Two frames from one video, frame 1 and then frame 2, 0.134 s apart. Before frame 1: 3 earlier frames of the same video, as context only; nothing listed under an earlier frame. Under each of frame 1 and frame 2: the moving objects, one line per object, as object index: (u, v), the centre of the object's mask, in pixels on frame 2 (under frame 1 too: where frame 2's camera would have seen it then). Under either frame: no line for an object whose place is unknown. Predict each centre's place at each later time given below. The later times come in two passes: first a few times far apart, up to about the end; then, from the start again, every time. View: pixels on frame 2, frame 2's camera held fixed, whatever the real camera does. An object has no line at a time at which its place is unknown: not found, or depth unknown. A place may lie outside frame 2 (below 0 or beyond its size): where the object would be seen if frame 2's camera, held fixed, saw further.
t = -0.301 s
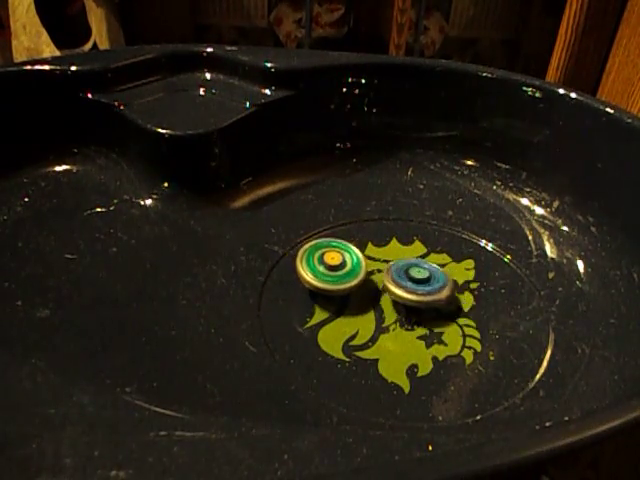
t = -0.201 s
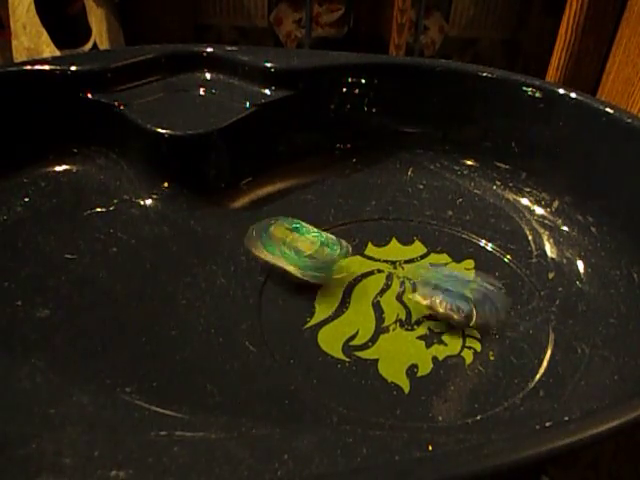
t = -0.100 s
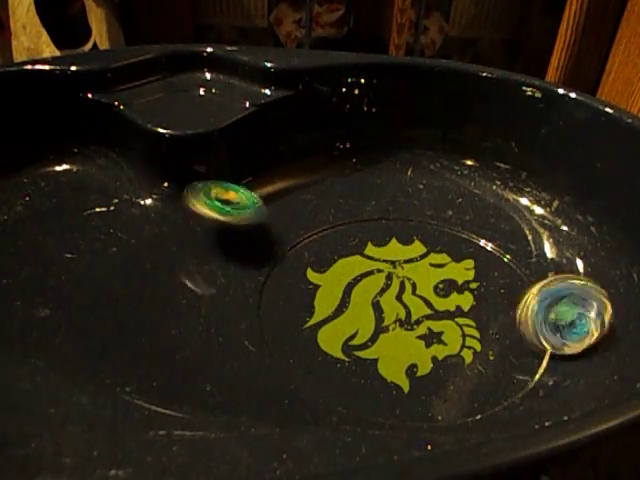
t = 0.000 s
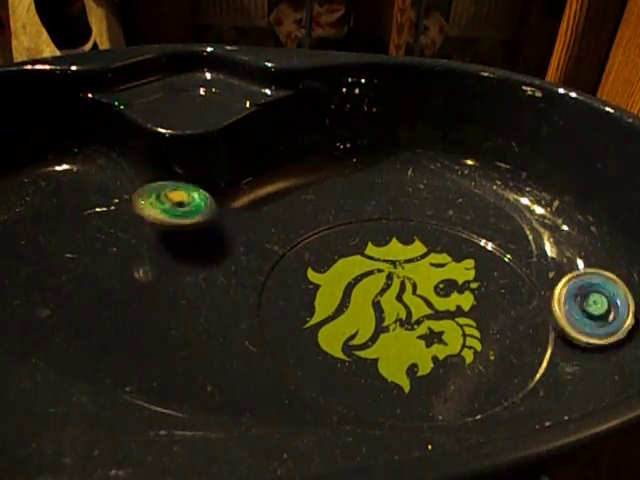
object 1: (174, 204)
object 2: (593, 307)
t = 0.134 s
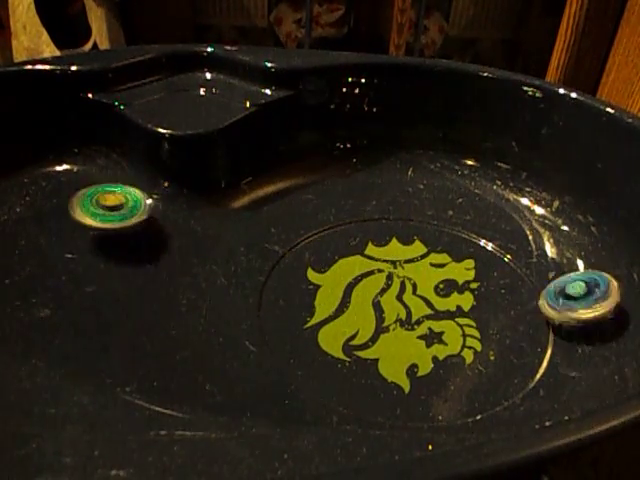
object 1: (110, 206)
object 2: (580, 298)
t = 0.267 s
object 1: (86, 207)
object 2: (555, 291)
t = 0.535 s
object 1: (78, 210)
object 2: (446, 334)
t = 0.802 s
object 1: (75, 220)
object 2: (441, 333)
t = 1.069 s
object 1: (66, 255)
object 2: (451, 320)
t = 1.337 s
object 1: (139, 350)
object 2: (442, 326)
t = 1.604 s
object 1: (342, 398)
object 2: (442, 326)
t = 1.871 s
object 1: (517, 358)
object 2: (446, 321)
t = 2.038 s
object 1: (551, 294)
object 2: (443, 324)
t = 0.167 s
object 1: (100, 208)
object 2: (576, 295)
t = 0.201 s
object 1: (92, 207)
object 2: (571, 291)
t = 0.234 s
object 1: (88, 208)
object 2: (566, 291)
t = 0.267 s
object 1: (86, 207)
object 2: (555, 291)
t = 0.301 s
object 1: (85, 207)
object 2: (540, 294)
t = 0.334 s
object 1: (84, 208)
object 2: (524, 299)
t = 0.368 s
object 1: (83, 208)
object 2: (509, 304)
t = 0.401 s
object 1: (81, 208)
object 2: (491, 309)
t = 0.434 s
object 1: (80, 209)
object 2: (475, 317)
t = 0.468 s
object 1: (79, 209)
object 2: (460, 323)
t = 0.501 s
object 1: (78, 209)
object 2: (451, 329)
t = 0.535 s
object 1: (78, 210)
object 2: (446, 334)
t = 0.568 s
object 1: (78, 210)
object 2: (444, 337)
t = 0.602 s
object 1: (77, 211)
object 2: (444, 338)
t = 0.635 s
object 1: (77, 212)
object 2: (444, 337)
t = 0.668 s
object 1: (77, 213)
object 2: (444, 337)
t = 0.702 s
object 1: (76, 214)
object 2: (443, 337)
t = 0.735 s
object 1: (76, 216)
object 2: (442, 336)
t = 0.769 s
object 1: (76, 218)
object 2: (441, 334)
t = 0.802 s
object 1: (75, 220)
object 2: (441, 333)
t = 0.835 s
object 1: (73, 223)
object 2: (441, 331)
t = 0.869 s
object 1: (72, 226)
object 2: (441, 328)
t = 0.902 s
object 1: (71, 228)
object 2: (443, 327)
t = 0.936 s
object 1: (70, 232)
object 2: (443, 325)
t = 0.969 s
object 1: (68, 237)
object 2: (445, 323)
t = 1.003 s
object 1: (67, 241)
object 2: (447, 321)
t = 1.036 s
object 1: (66, 247)
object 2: (449, 321)
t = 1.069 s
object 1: (66, 255)
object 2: (451, 320)
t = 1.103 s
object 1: (69, 264)
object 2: (450, 320)
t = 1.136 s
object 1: (73, 274)
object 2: (450, 320)
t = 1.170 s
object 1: (78, 286)
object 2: (448, 321)
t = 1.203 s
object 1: (84, 297)
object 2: (446, 322)
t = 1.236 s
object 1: (92, 312)
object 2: (444, 323)
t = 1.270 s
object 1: (105, 326)
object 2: (443, 324)
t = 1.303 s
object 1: (121, 338)
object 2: (442, 325)
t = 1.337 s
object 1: (139, 350)
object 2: (442, 326)
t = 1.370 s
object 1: (160, 360)
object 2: (441, 328)
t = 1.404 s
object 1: (183, 370)
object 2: (441, 329)
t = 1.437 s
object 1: (208, 377)
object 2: (441, 329)
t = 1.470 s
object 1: (234, 384)
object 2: (441, 330)
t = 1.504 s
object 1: (261, 389)
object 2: (441, 329)
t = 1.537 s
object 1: (288, 393)
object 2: (441, 328)
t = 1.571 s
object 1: (315, 395)
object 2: (442, 327)
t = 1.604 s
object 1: (342, 398)
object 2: (442, 326)
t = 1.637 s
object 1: (370, 399)
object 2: (442, 325)
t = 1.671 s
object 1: (396, 399)
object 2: (443, 324)
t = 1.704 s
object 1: (421, 398)
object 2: (443, 324)
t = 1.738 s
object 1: (445, 394)
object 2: (443, 324)
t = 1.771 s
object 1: (466, 387)
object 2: (444, 323)
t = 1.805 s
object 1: (484, 379)
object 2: (445, 322)
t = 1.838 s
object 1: (501, 369)
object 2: (446, 322)
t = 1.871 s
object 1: (517, 358)
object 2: (446, 321)
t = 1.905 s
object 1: (530, 347)
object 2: (446, 321)
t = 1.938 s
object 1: (540, 335)
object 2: (446, 321)
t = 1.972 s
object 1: (549, 322)
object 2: (444, 323)
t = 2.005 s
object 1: (555, 309)
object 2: (444, 323)
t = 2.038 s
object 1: (551, 294)
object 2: (443, 324)
